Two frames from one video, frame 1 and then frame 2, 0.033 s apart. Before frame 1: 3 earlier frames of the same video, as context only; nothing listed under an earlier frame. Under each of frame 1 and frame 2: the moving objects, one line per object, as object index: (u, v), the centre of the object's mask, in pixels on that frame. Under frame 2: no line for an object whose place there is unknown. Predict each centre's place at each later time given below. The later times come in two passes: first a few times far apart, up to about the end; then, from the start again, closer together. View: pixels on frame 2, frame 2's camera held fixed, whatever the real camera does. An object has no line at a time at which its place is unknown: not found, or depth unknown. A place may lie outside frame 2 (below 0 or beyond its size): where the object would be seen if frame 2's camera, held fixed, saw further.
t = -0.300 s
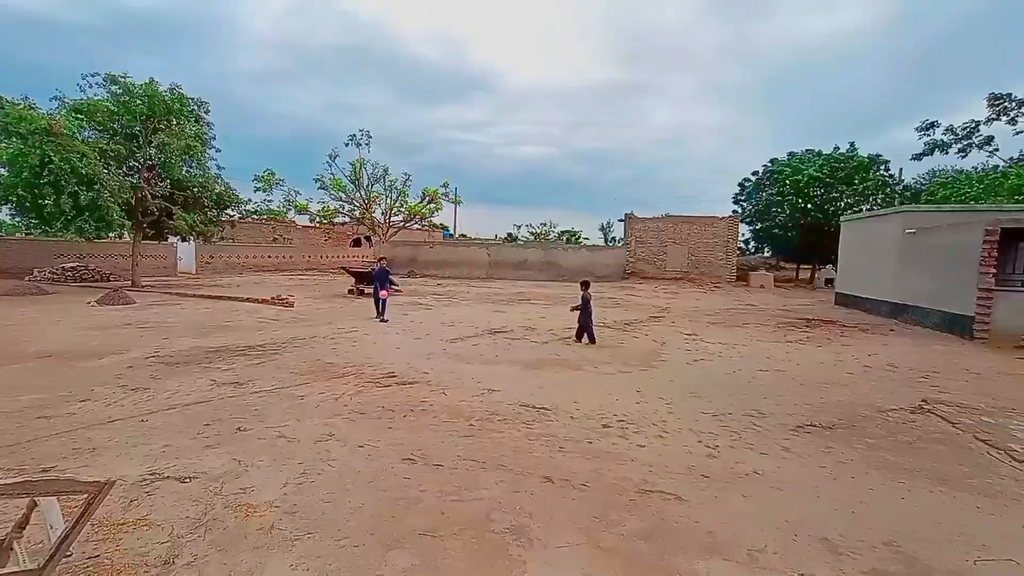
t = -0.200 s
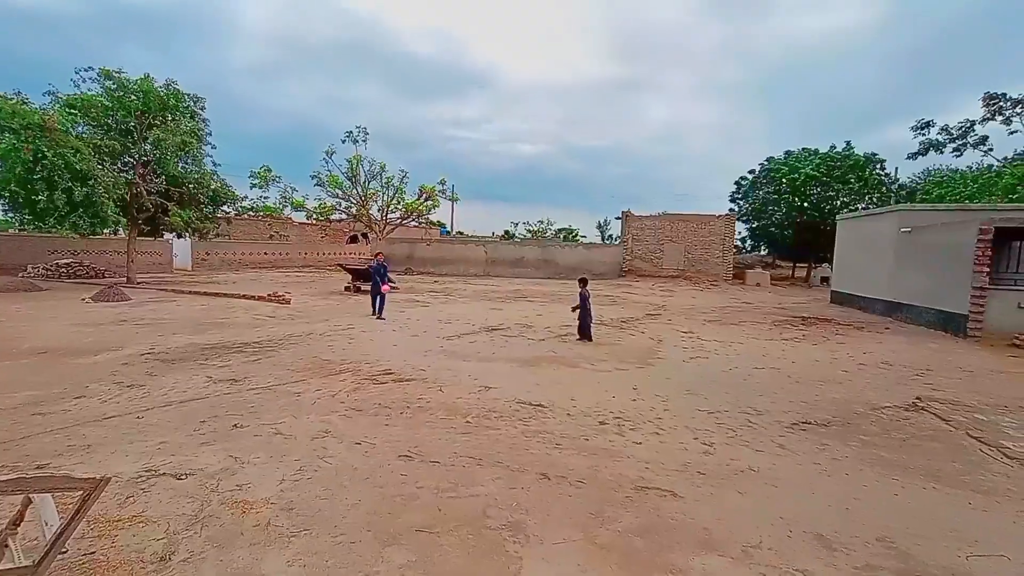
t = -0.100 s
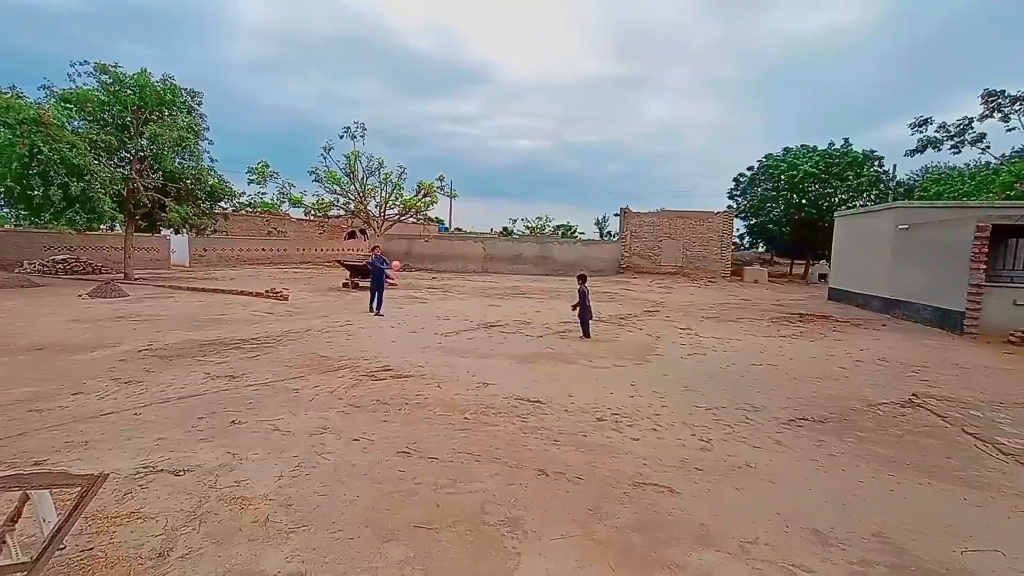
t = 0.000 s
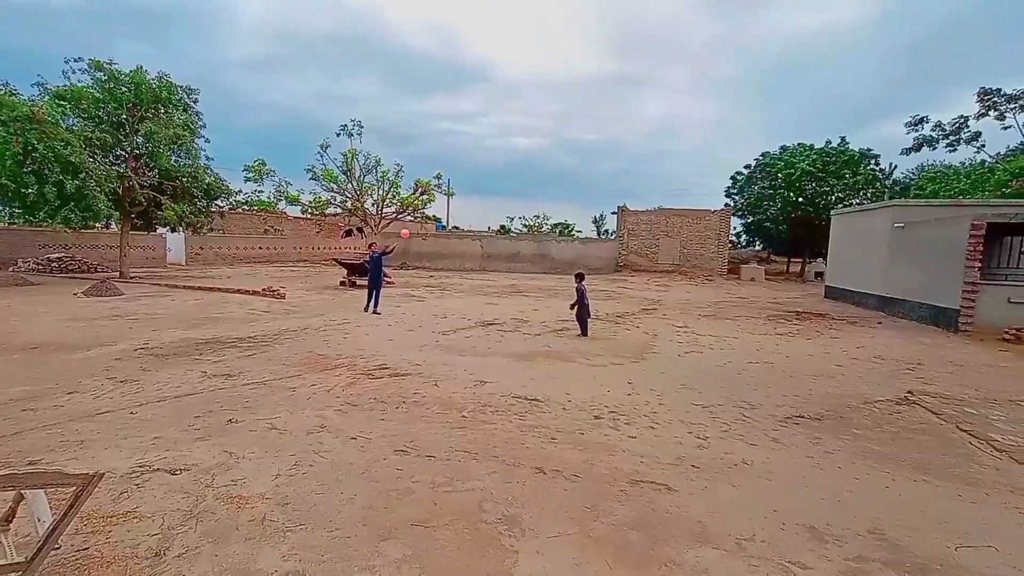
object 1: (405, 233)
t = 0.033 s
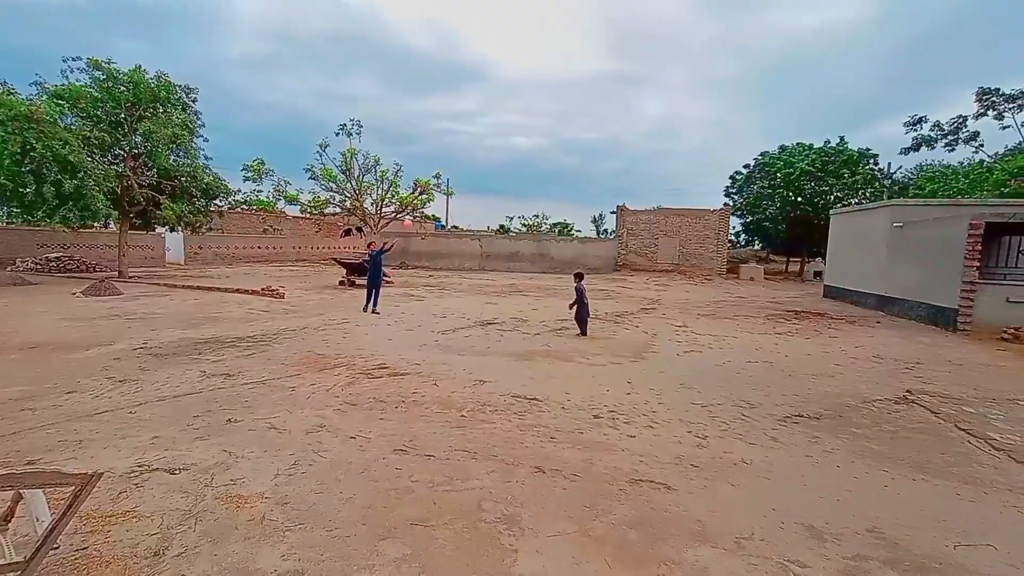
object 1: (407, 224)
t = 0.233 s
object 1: (429, 182)
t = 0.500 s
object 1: (458, 160)
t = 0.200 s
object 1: (426, 189)
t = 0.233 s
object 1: (429, 182)
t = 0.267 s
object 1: (433, 177)
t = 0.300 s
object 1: (437, 172)
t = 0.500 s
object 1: (458, 160)
